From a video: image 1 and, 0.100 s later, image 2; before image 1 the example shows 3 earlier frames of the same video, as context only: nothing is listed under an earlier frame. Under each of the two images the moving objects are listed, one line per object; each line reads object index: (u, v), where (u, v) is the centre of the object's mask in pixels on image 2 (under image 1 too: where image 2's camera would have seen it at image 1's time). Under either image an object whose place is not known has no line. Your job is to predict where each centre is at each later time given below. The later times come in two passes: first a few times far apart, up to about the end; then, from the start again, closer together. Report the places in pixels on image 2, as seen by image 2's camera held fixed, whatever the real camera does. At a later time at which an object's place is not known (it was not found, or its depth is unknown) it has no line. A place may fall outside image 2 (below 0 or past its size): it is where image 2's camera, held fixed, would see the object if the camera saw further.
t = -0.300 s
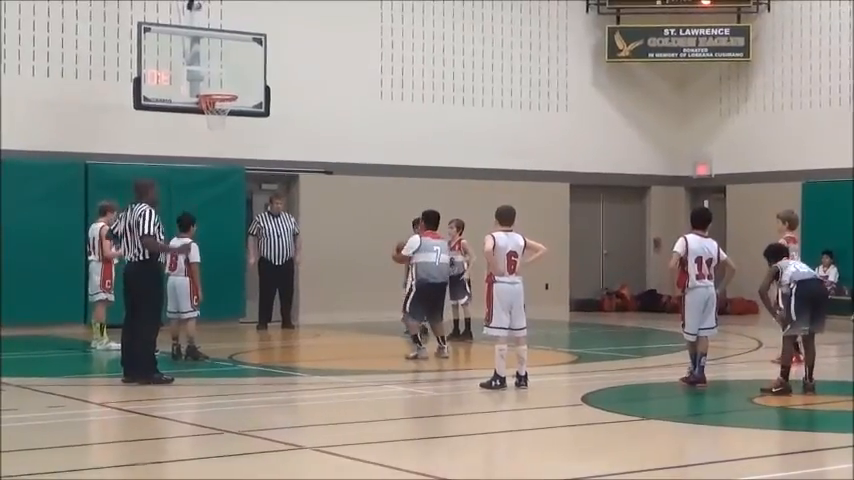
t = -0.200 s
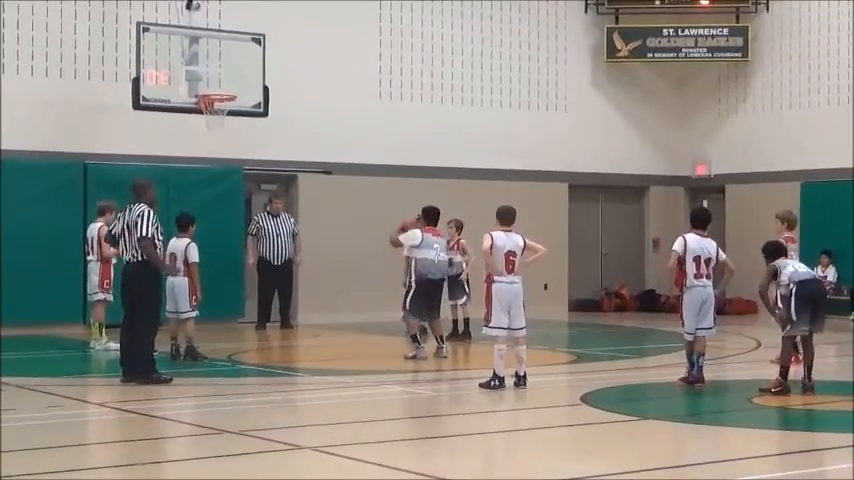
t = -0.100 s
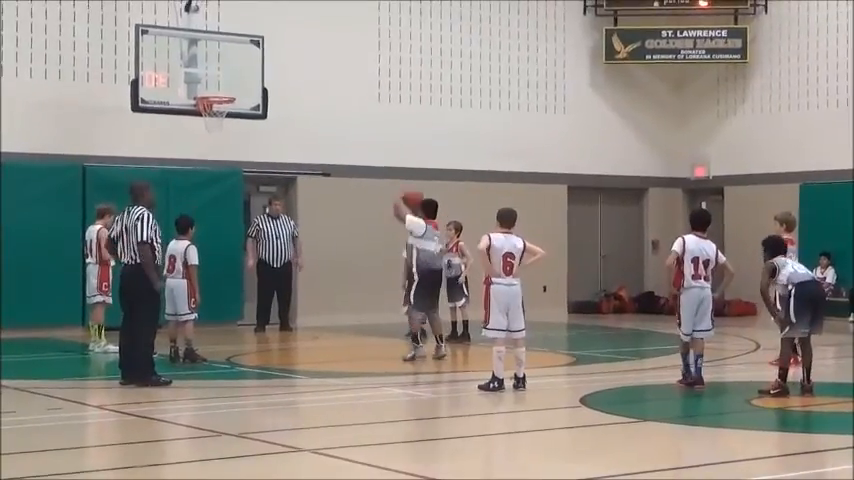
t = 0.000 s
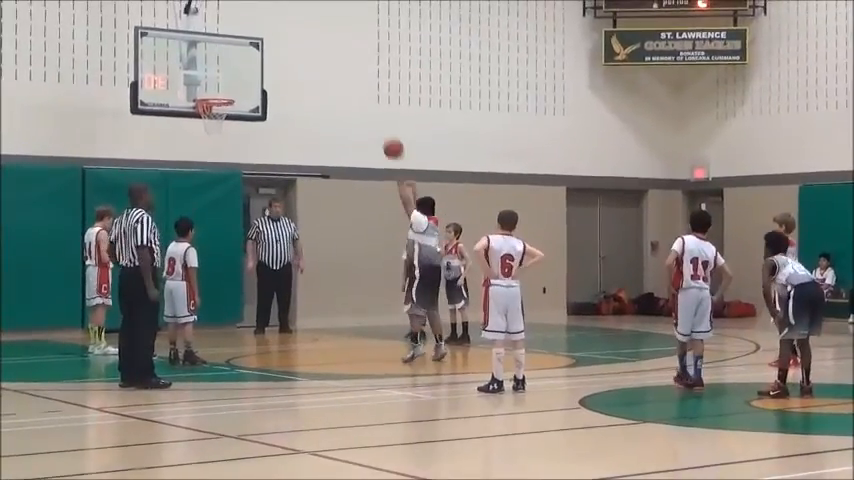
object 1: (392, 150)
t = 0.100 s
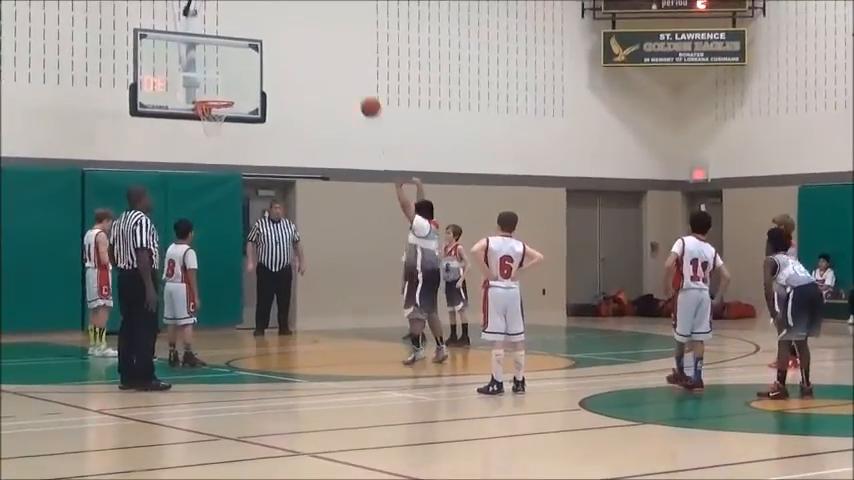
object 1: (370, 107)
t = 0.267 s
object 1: (336, 59)
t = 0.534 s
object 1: (289, 36)
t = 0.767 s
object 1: (252, 64)
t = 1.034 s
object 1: (261, 117)
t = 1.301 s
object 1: (329, 199)
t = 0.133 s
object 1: (363, 95)
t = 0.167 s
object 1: (356, 84)
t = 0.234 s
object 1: (343, 66)
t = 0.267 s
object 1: (336, 59)
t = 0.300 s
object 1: (330, 53)
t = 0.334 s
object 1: (324, 47)
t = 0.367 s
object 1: (318, 43)
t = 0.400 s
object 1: (312, 40)
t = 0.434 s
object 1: (306, 37)
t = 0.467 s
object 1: (300, 36)
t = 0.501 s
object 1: (295, 35)
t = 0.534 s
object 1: (289, 36)
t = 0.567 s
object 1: (283, 37)
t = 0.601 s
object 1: (278, 40)
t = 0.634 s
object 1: (272, 43)
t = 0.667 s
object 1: (268, 47)
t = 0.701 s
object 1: (262, 52)
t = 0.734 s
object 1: (257, 59)
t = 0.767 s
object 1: (252, 64)
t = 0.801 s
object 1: (247, 71)
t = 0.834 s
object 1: (242, 80)
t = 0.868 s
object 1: (237, 88)
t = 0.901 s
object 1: (232, 98)
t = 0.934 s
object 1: (237, 102)
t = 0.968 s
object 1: (244, 106)
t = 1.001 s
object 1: (253, 113)
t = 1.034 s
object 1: (261, 117)
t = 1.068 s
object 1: (270, 124)
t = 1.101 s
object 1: (278, 131)
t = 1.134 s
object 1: (286, 140)
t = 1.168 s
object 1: (295, 150)
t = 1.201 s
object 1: (303, 161)
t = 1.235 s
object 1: (313, 172)
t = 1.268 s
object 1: (320, 185)
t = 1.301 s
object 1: (329, 199)
